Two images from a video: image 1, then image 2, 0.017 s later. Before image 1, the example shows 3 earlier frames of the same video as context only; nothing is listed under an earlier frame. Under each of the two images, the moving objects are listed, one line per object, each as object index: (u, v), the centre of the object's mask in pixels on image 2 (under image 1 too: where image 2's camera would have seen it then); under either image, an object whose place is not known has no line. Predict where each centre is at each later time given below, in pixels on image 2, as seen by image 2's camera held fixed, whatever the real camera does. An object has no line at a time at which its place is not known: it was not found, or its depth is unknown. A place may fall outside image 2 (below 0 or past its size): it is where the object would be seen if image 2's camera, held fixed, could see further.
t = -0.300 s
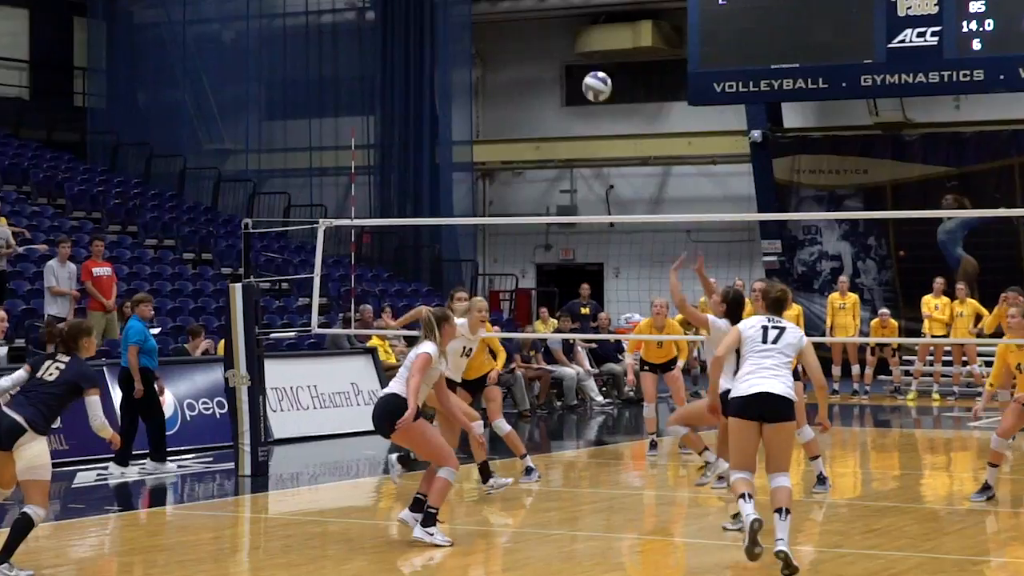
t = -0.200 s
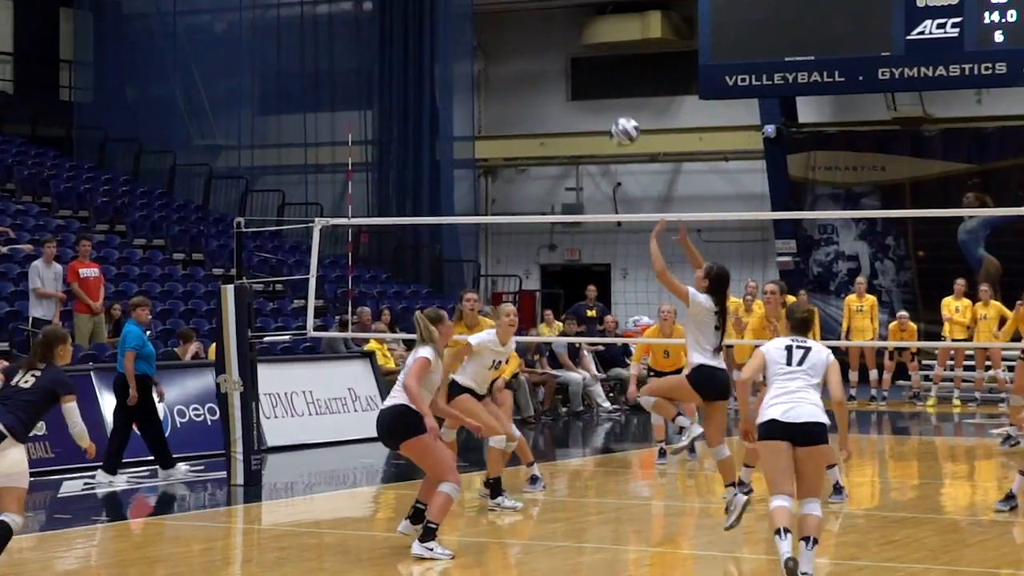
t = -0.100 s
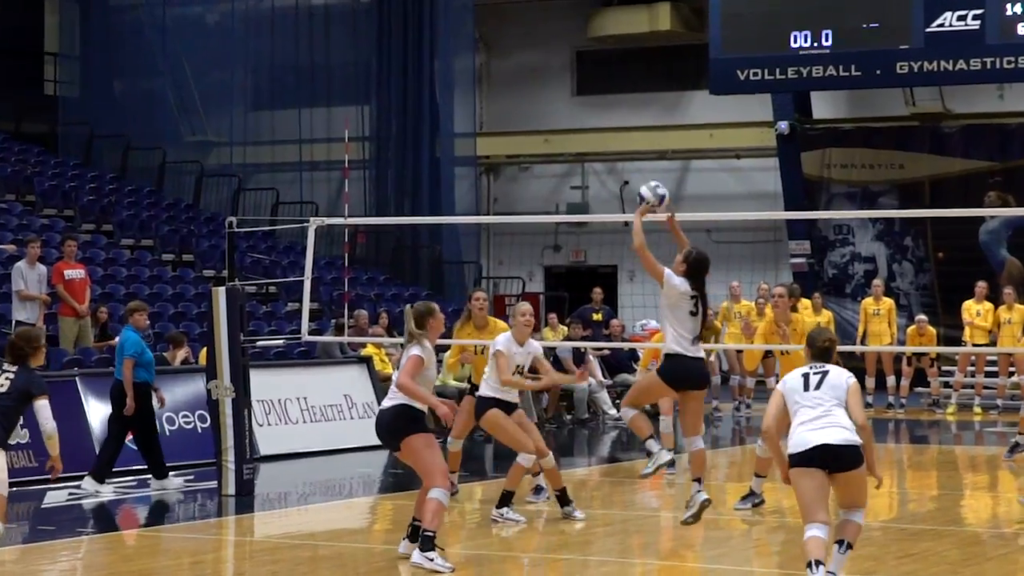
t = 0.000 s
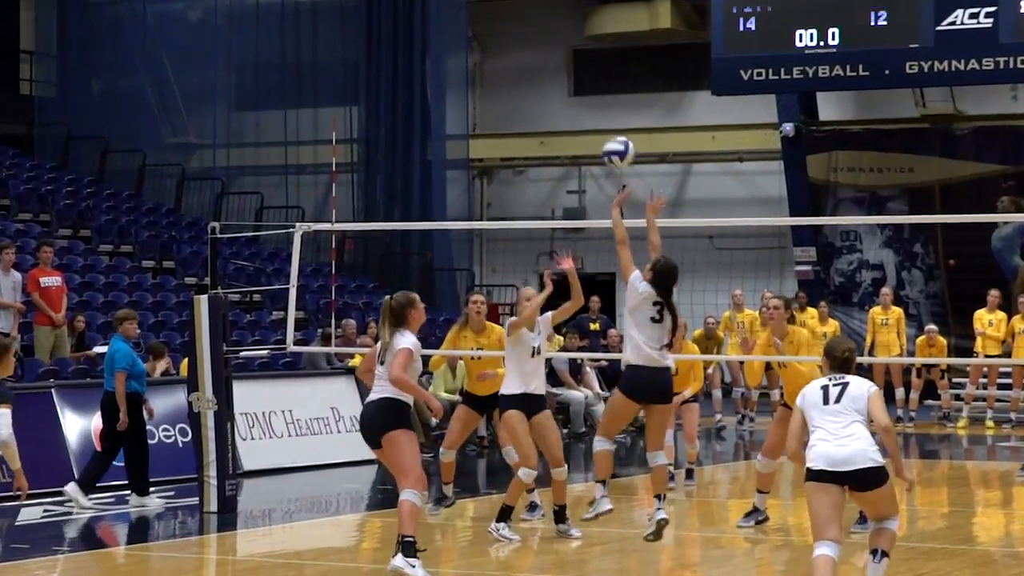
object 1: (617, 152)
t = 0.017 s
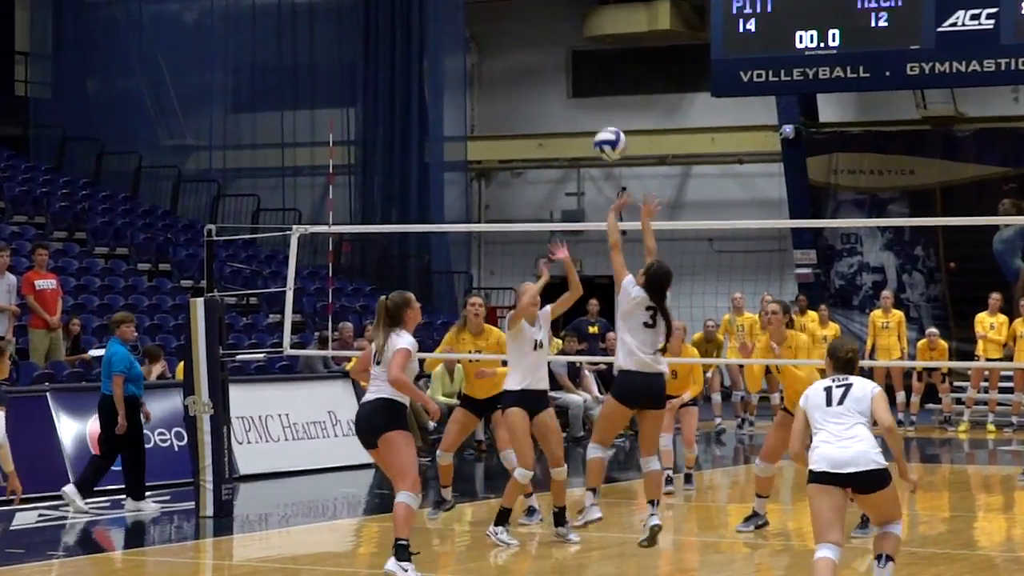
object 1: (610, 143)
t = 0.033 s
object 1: (603, 132)
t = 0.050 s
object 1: (595, 123)
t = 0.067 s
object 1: (589, 114)
